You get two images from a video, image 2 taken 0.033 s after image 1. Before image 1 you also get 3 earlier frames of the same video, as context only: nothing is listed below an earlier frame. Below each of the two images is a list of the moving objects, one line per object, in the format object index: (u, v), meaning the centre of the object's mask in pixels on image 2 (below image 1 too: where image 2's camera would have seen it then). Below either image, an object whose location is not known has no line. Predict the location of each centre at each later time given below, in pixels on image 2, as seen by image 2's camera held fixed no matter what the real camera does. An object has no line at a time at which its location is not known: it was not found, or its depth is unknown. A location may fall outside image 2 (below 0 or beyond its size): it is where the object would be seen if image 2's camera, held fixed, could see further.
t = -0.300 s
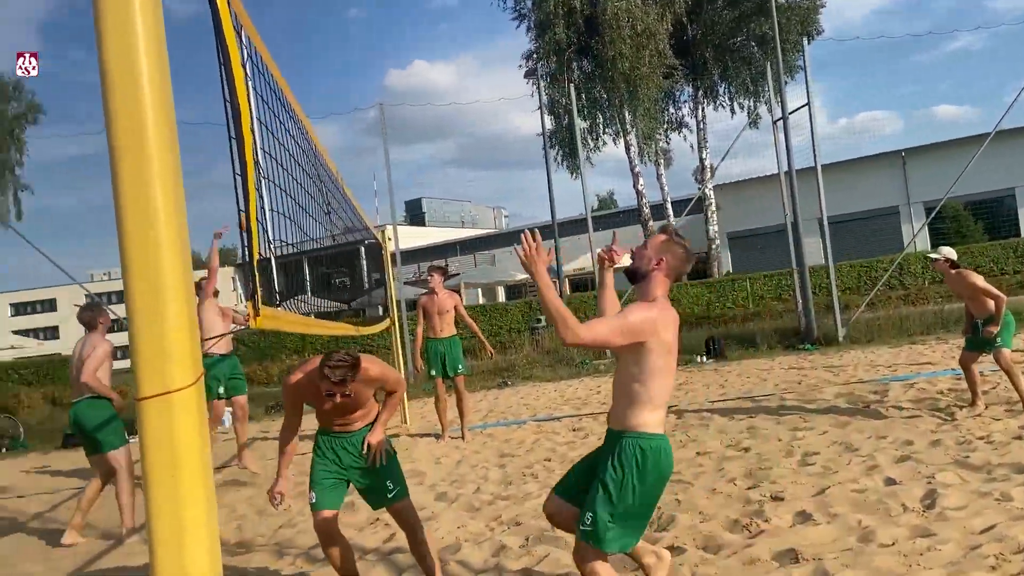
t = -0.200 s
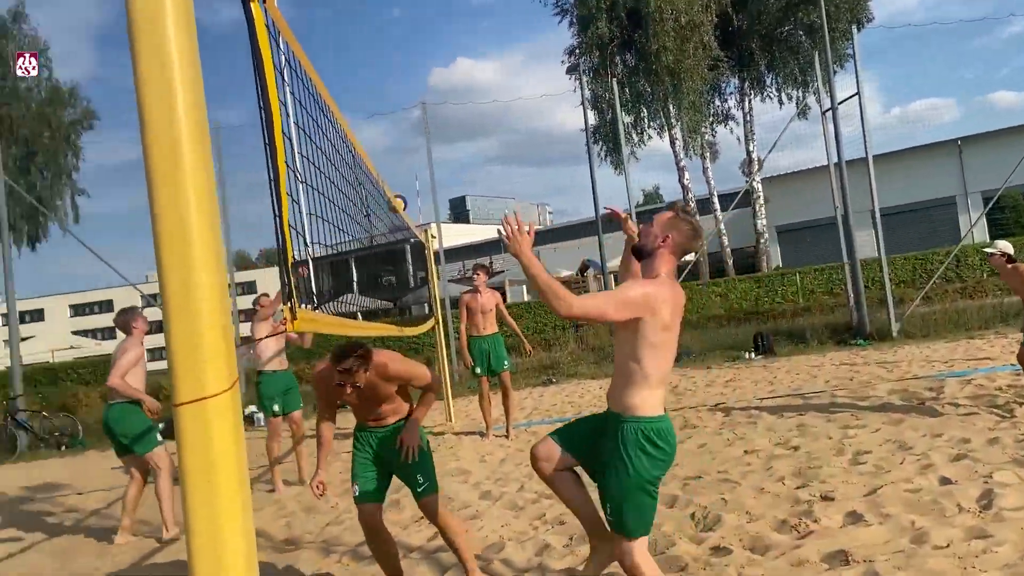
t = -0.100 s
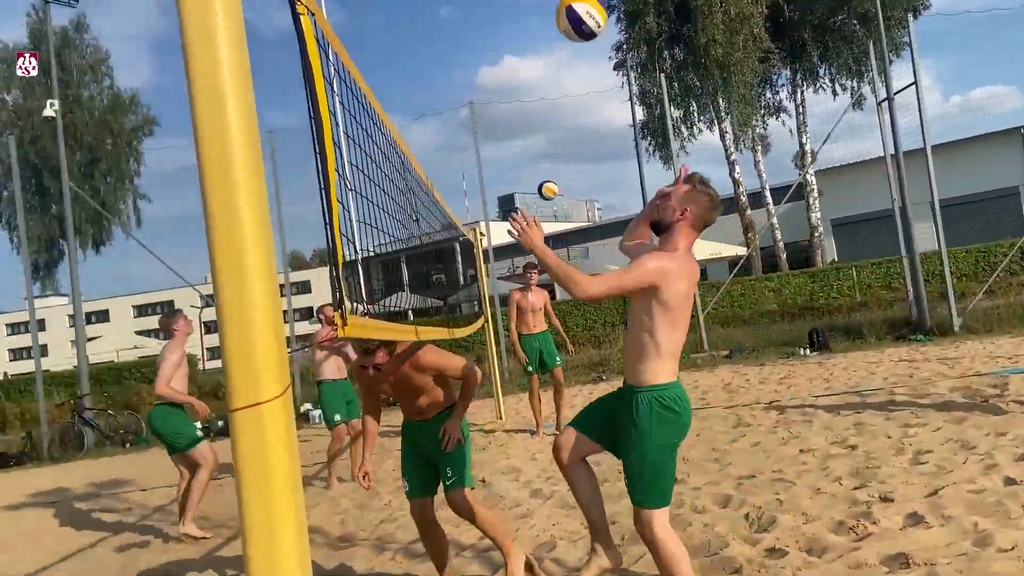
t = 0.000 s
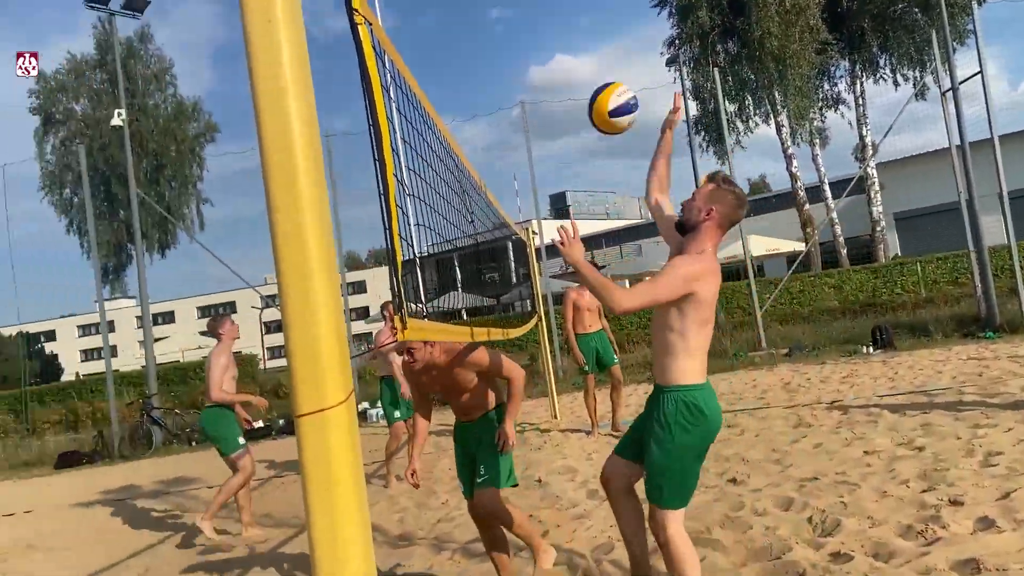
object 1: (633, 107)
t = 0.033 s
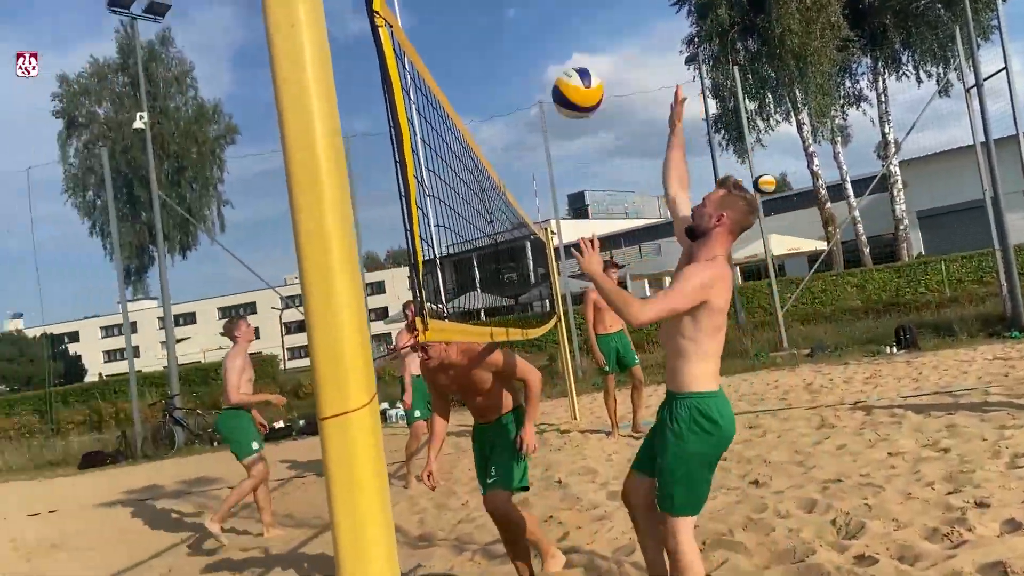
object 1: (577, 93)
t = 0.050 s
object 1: (551, 87)
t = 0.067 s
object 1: (526, 82)
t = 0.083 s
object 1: (501, 77)
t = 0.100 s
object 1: (477, 73)
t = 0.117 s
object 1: (453, 69)
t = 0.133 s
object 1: (433, 65)
